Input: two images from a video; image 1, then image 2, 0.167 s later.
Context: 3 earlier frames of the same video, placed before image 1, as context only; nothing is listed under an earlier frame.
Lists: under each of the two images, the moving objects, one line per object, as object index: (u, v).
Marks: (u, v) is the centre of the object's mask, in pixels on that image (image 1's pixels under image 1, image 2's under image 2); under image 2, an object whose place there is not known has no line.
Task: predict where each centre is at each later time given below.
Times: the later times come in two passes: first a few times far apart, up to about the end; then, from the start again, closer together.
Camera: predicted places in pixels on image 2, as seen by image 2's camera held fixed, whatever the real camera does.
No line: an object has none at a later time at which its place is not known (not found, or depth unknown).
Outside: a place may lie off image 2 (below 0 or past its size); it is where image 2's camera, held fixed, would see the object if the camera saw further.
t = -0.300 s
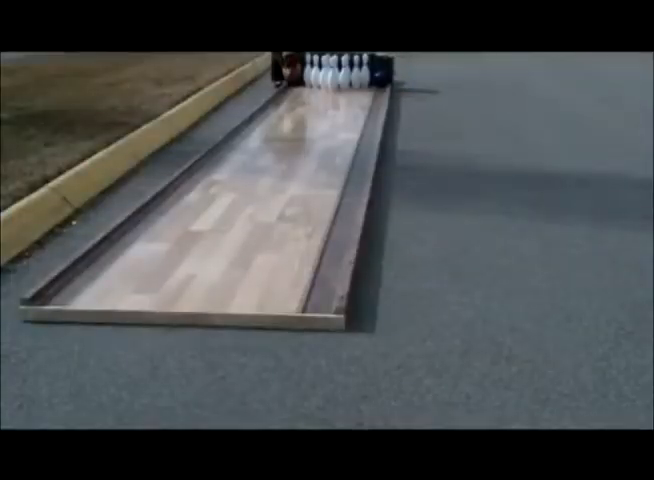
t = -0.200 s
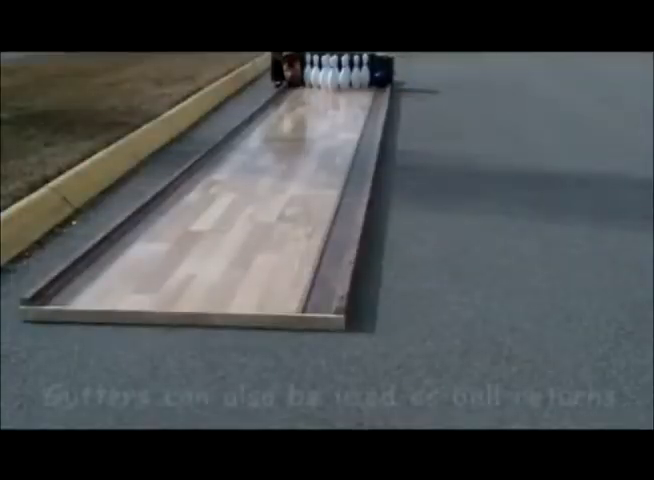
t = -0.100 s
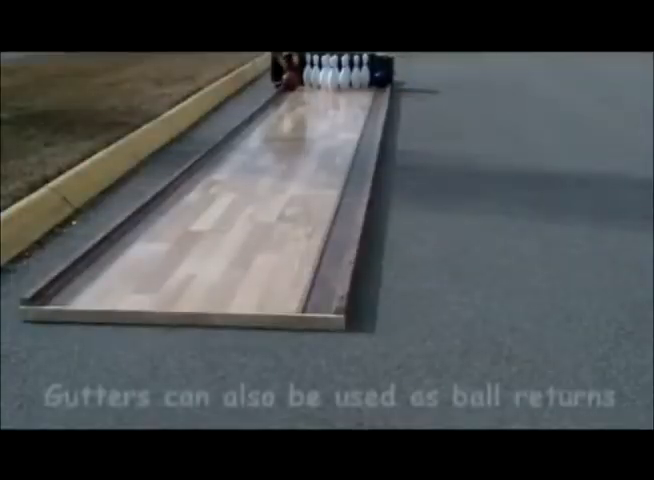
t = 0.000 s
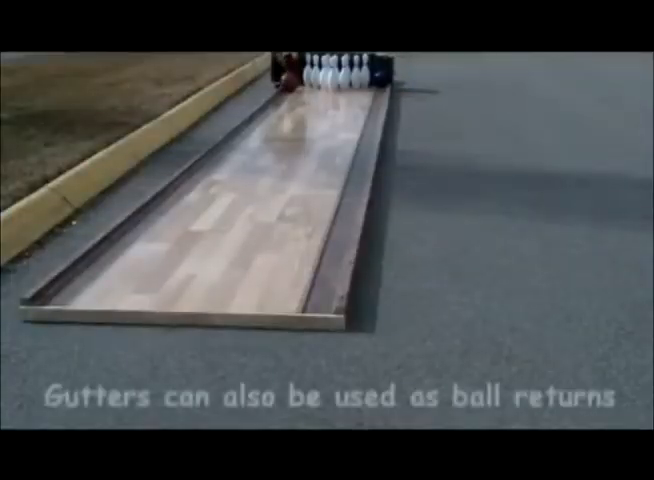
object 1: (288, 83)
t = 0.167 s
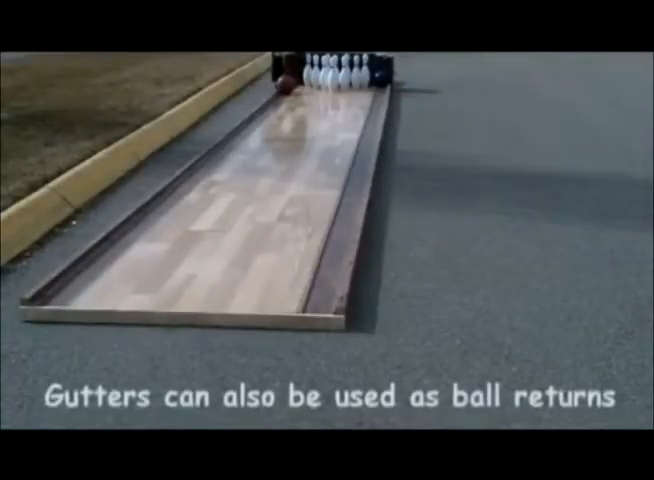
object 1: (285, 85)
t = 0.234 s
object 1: (284, 87)
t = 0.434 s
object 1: (281, 90)
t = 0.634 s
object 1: (277, 95)
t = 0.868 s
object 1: (273, 98)
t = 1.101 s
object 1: (267, 103)
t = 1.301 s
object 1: (261, 106)
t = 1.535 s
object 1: (257, 111)
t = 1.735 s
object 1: (252, 115)
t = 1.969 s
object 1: (246, 123)
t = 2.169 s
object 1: (241, 127)
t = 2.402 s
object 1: (234, 132)
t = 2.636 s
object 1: (225, 138)
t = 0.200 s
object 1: (286, 85)
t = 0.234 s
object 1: (284, 87)
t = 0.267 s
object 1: (284, 87)
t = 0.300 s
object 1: (284, 87)
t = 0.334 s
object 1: (283, 88)
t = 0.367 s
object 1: (282, 89)
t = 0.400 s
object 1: (282, 89)
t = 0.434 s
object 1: (281, 90)
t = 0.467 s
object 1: (281, 90)
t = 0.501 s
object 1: (280, 91)
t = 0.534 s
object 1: (279, 92)
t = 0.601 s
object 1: (279, 92)
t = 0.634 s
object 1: (277, 95)
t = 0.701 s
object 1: (275, 96)
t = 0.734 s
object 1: (275, 96)
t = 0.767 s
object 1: (274, 97)
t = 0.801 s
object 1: (273, 97)
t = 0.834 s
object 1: (274, 97)
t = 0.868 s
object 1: (273, 98)
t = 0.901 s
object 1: (272, 99)
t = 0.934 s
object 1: (271, 99)
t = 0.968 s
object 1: (270, 100)
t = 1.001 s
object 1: (270, 100)
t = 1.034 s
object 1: (269, 101)
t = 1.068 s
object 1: (267, 103)
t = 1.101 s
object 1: (267, 103)
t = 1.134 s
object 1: (264, 103)
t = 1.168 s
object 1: (263, 103)
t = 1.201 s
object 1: (263, 104)
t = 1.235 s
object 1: (263, 105)
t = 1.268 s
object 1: (262, 105)
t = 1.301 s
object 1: (261, 106)
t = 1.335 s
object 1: (262, 106)
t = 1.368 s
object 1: (261, 107)
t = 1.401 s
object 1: (260, 109)
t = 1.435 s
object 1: (258, 109)
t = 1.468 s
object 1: (258, 110)
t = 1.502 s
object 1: (257, 111)
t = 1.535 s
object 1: (257, 111)
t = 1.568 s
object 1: (256, 112)
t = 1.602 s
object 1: (254, 113)
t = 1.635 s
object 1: (253, 114)
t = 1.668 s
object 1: (253, 114)
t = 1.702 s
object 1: (253, 115)
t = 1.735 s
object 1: (252, 115)
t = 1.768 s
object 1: (251, 117)
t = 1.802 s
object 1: (251, 118)
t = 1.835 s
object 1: (250, 118)
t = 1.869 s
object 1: (249, 119)
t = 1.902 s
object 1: (247, 121)
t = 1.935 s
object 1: (247, 121)
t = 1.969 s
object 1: (246, 123)
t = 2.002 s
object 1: (246, 123)
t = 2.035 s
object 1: (245, 125)
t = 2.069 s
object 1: (243, 125)
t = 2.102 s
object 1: (243, 126)
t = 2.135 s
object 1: (242, 127)
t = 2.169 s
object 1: (241, 127)
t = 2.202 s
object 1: (240, 128)
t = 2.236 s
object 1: (238, 128)
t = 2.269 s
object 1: (236, 129)
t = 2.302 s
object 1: (235, 130)
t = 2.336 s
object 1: (235, 130)
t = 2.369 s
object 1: (236, 130)
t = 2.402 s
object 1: (234, 132)
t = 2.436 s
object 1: (232, 134)
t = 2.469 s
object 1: (232, 134)
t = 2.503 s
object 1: (230, 135)
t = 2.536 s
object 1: (230, 135)
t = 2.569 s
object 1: (228, 136)
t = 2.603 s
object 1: (226, 138)
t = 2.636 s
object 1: (225, 138)
